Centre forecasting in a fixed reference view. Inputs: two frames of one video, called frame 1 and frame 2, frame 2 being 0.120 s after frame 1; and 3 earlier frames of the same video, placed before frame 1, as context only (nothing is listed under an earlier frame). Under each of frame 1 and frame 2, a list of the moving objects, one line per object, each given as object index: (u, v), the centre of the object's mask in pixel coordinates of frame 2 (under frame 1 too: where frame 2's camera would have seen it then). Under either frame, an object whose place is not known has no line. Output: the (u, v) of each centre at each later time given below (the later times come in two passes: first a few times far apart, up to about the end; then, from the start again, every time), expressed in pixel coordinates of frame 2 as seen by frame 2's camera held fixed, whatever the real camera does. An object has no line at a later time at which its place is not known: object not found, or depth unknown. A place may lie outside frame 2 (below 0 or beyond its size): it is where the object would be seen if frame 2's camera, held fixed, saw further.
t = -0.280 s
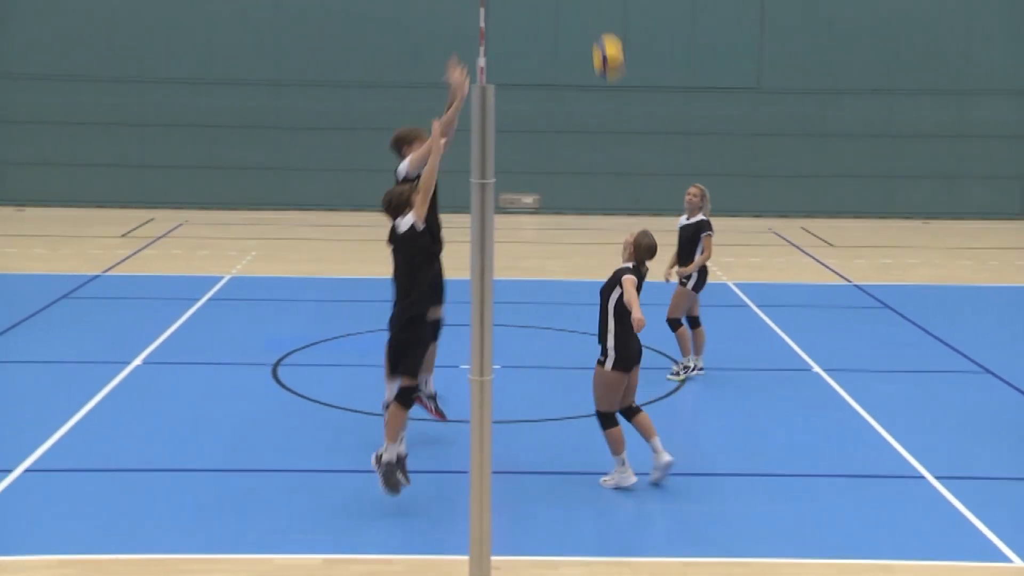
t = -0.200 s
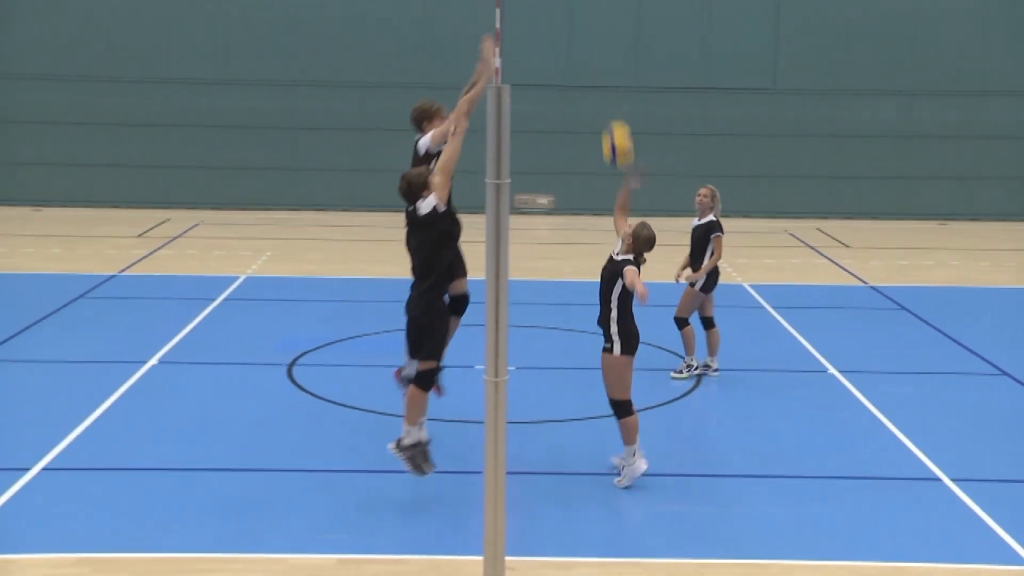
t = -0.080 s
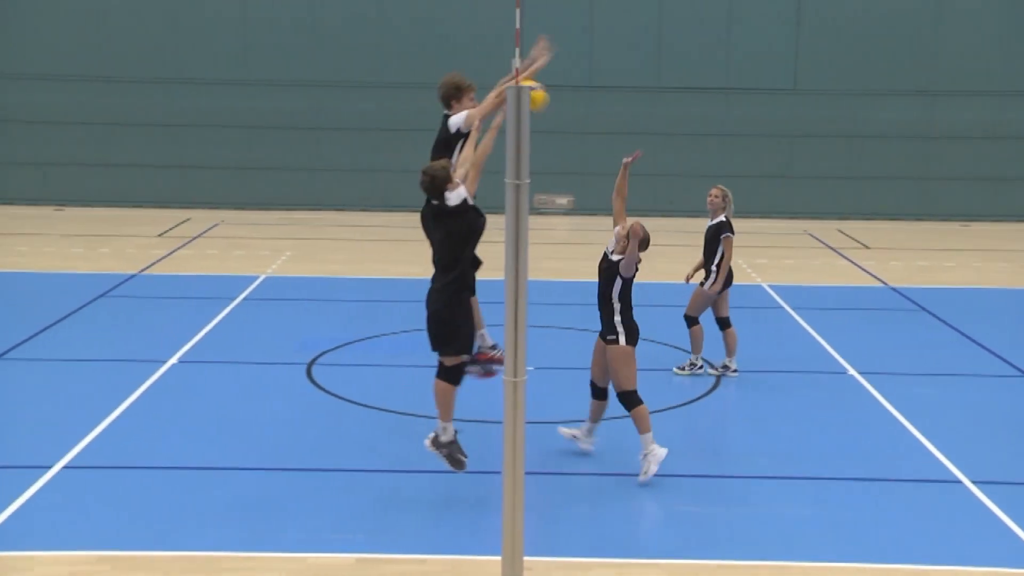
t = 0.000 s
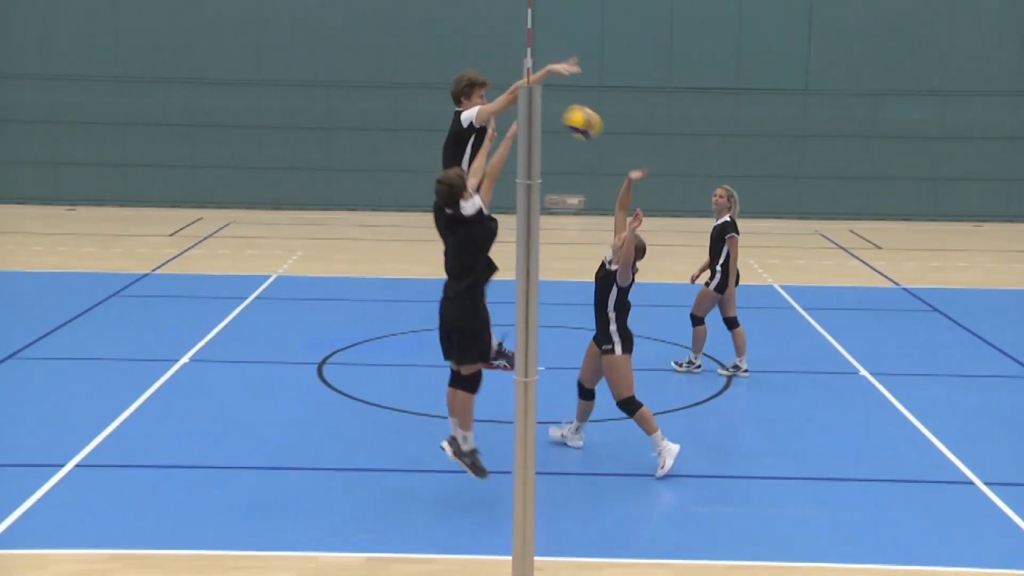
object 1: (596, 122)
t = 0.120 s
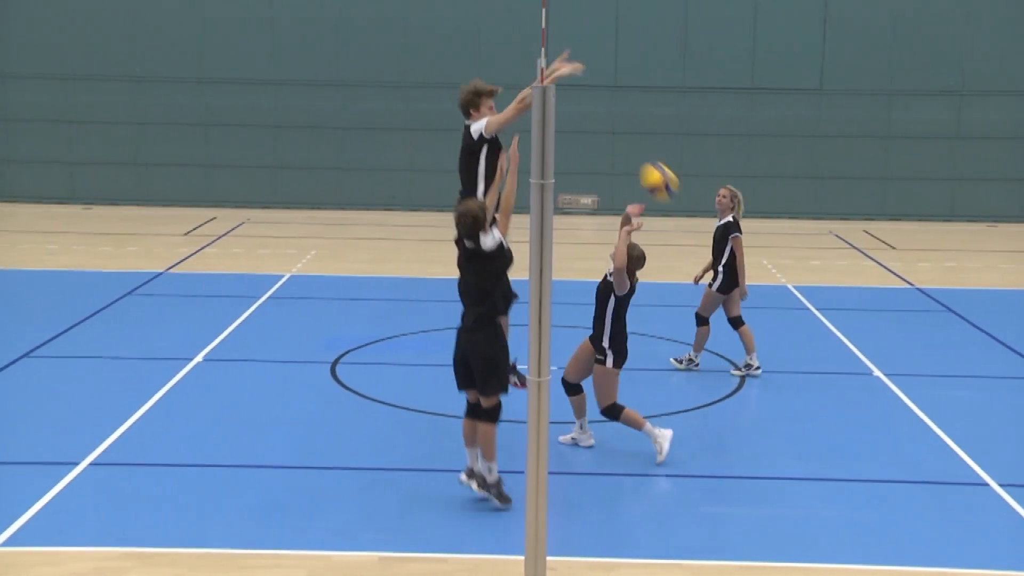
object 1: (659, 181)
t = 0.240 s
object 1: (722, 266)
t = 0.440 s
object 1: (824, 463)
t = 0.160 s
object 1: (679, 206)
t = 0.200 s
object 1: (701, 235)
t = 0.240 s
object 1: (722, 266)
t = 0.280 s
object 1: (743, 301)
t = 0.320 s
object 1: (763, 336)
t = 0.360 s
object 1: (783, 375)
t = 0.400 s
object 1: (804, 418)
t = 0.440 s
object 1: (824, 463)
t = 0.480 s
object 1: (844, 495)
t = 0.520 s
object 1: (863, 466)
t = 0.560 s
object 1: (881, 441)
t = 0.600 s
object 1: (898, 419)
